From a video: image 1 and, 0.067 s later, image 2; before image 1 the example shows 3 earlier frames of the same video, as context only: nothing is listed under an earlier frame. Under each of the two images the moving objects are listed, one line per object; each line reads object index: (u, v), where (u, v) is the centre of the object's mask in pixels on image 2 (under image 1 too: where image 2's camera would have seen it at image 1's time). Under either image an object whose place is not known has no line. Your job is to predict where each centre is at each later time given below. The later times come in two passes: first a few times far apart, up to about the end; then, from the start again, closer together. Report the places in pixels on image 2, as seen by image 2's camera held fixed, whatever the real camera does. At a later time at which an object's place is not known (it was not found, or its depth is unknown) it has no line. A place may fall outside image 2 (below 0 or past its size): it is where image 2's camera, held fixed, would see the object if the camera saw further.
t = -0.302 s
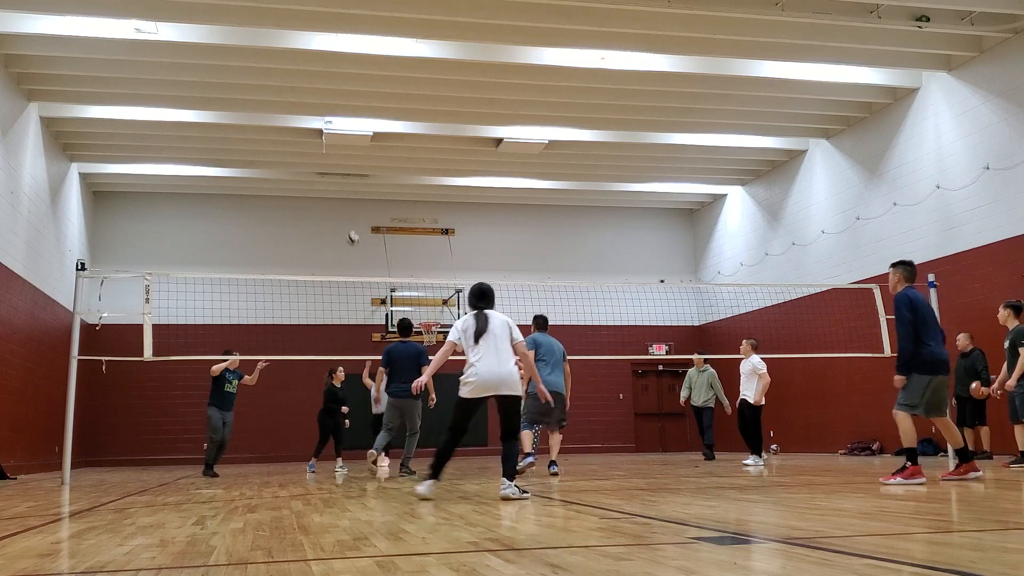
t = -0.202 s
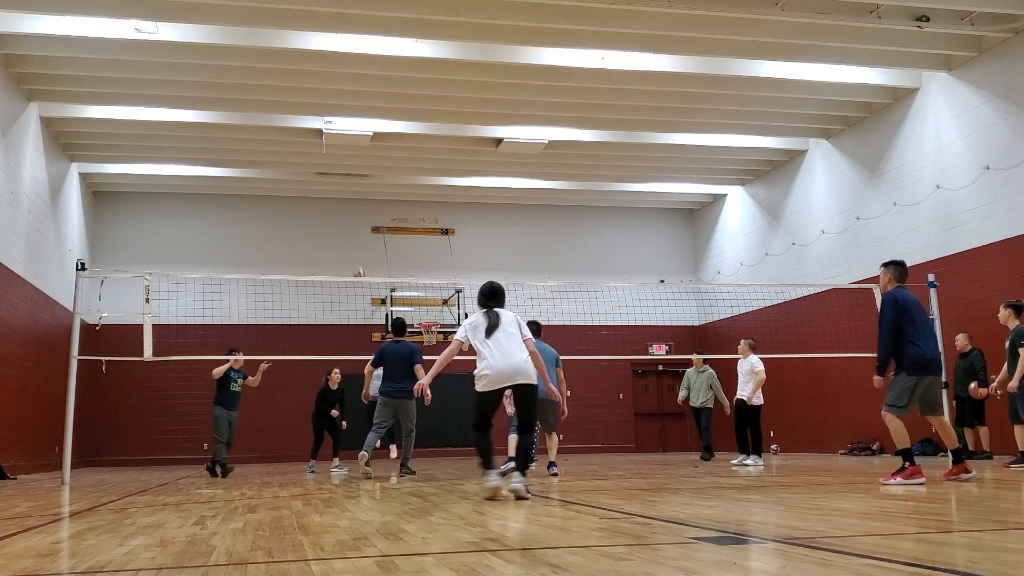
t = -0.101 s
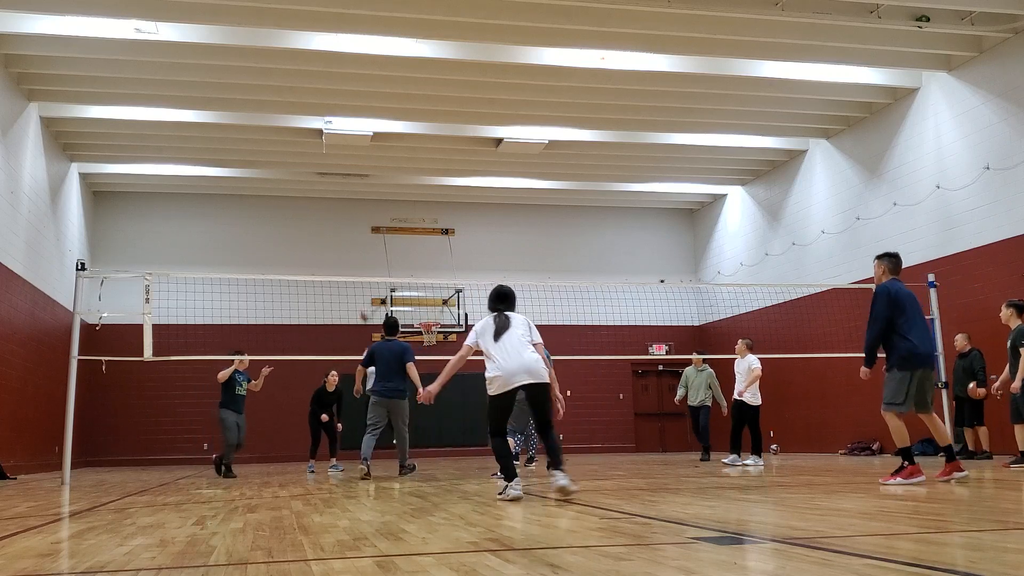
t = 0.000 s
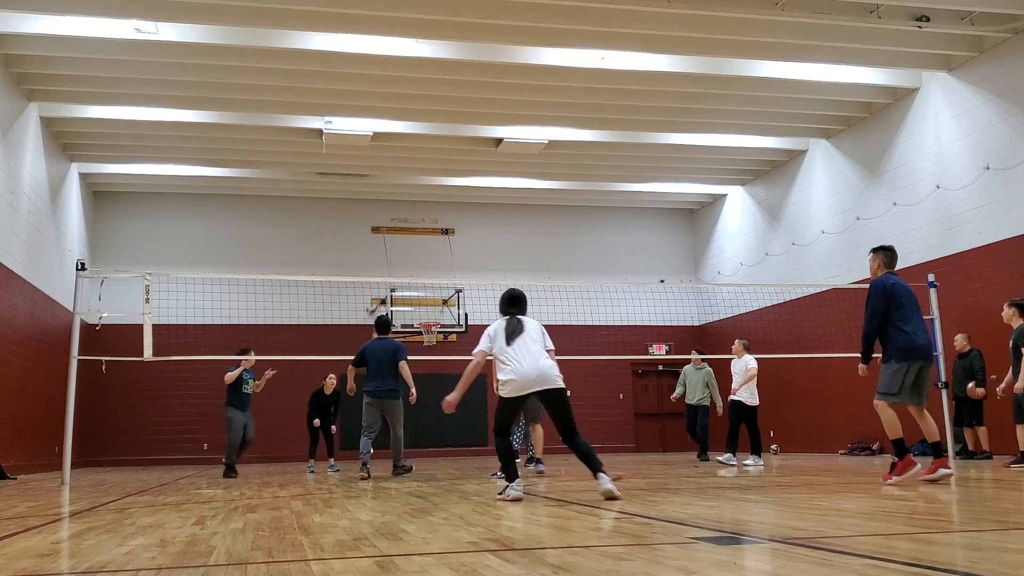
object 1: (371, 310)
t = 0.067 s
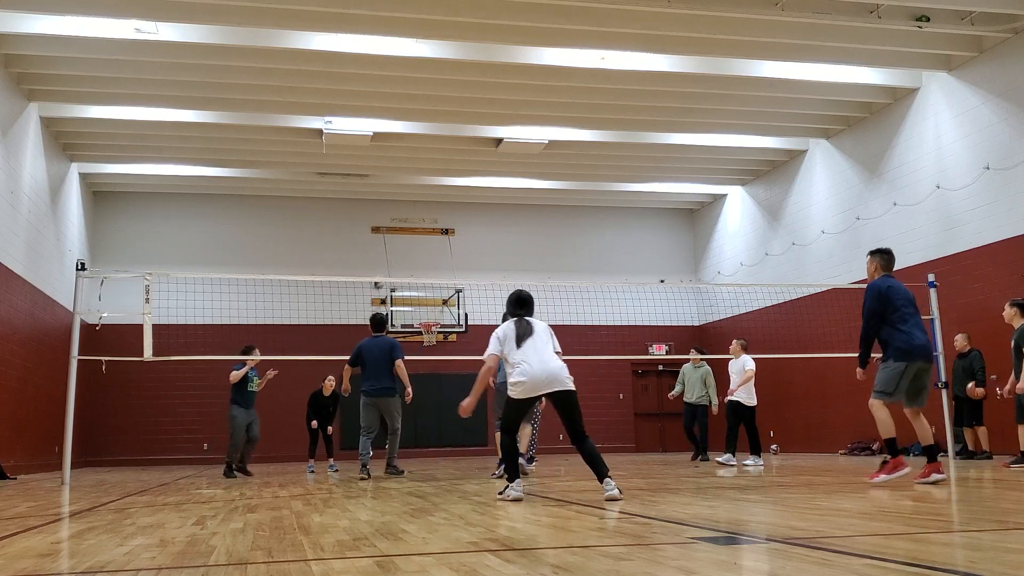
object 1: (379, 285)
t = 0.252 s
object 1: (393, 215)
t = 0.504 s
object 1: (427, 139)
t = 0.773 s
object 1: (486, 92)
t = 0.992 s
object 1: (578, 113)
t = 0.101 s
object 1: (379, 269)
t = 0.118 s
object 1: (381, 263)
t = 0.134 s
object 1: (383, 257)
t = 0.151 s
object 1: (384, 251)
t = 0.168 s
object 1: (385, 245)
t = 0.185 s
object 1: (387, 239)
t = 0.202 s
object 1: (388, 233)
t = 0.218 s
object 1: (390, 226)
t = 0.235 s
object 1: (391, 220)
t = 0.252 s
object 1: (393, 215)
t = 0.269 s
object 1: (395, 208)
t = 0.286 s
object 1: (396, 204)
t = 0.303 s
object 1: (399, 198)
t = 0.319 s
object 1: (401, 192)
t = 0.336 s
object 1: (403, 187)
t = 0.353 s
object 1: (404, 181)
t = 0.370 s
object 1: (406, 176)
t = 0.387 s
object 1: (409, 171)
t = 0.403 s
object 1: (411, 165)
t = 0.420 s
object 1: (413, 161)
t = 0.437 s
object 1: (416, 156)
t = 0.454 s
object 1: (418, 151)
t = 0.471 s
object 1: (421, 147)
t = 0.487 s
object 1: (424, 143)
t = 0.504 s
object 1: (427, 139)
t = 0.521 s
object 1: (429, 135)
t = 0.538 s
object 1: (432, 130)
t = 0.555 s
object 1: (435, 126)
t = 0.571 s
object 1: (438, 122)
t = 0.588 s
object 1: (442, 118)
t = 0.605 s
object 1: (445, 114)
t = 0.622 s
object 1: (448, 111)
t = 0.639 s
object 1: (452, 108)
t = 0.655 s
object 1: (455, 105)
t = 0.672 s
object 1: (459, 102)
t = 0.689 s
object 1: (463, 100)
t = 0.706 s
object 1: (466, 98)
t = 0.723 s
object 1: (471, 96)
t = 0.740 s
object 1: (475, 94)
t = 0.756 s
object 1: (480, 93)
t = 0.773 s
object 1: (486, 92)
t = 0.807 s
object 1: (496, 89)
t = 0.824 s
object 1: (502, 90)
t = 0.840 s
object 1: (508, 90)
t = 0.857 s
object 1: (515, 90)
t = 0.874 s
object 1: (522, 91)
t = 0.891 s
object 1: (529, 93)
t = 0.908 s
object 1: (536, 95)
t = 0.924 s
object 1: (543, 97)
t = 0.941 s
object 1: (551, 100)
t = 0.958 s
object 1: (560, 104)
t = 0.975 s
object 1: (568, 108)
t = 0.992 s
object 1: (578, 113)
